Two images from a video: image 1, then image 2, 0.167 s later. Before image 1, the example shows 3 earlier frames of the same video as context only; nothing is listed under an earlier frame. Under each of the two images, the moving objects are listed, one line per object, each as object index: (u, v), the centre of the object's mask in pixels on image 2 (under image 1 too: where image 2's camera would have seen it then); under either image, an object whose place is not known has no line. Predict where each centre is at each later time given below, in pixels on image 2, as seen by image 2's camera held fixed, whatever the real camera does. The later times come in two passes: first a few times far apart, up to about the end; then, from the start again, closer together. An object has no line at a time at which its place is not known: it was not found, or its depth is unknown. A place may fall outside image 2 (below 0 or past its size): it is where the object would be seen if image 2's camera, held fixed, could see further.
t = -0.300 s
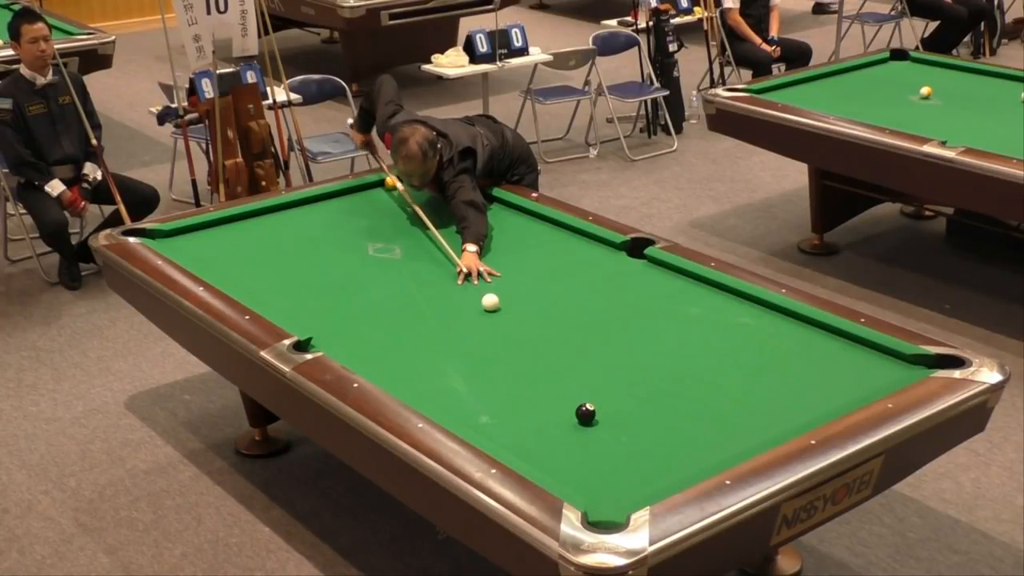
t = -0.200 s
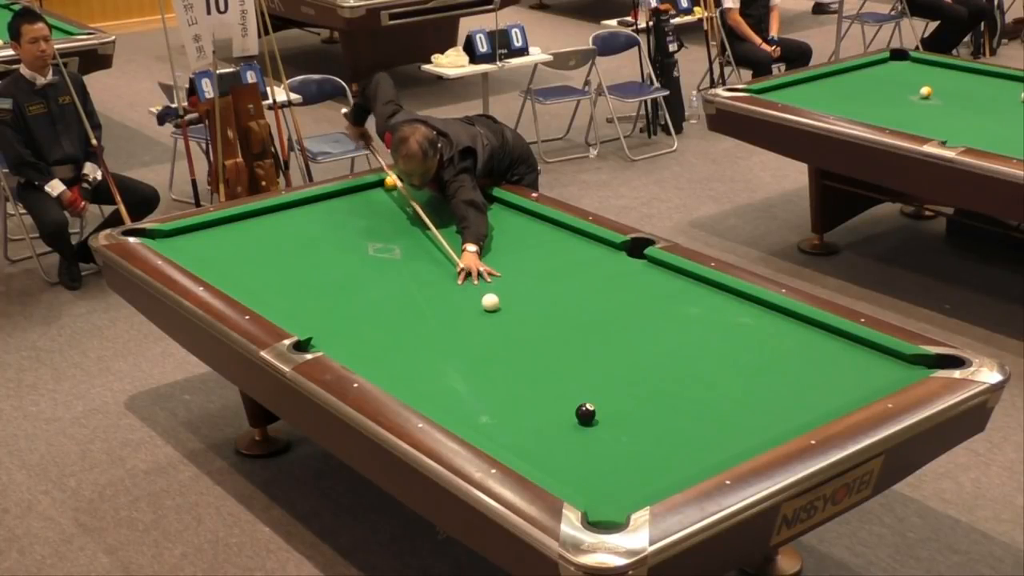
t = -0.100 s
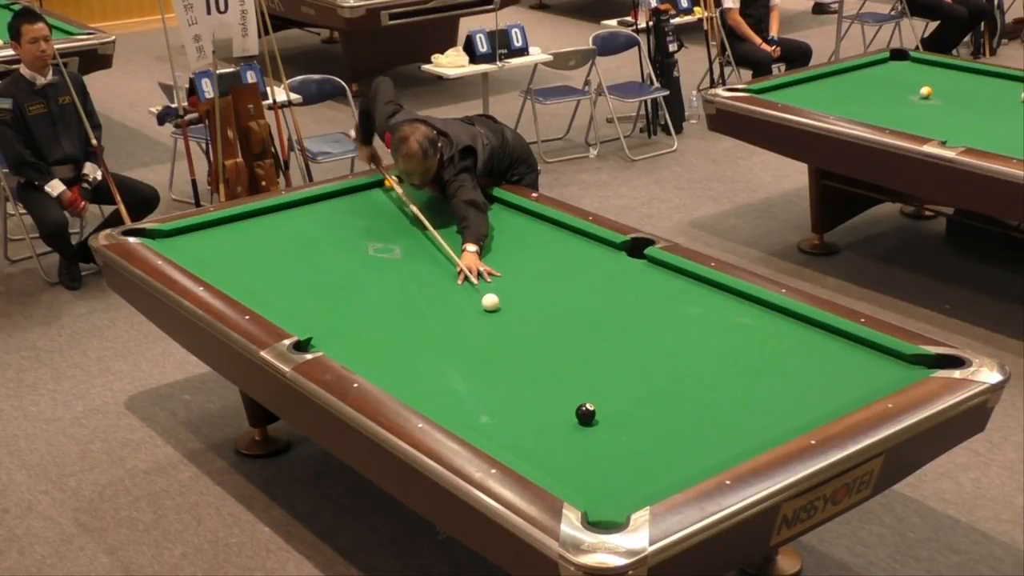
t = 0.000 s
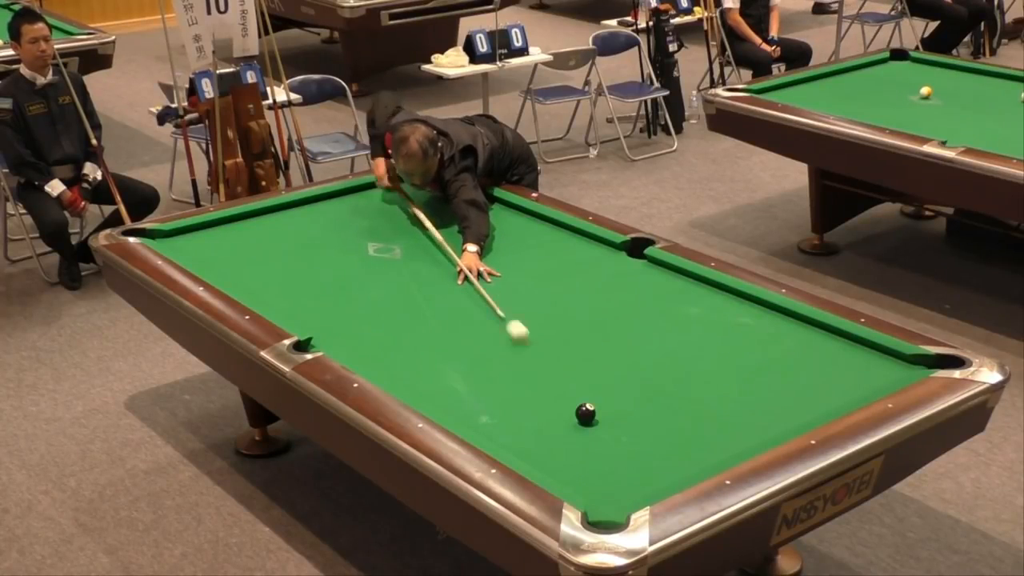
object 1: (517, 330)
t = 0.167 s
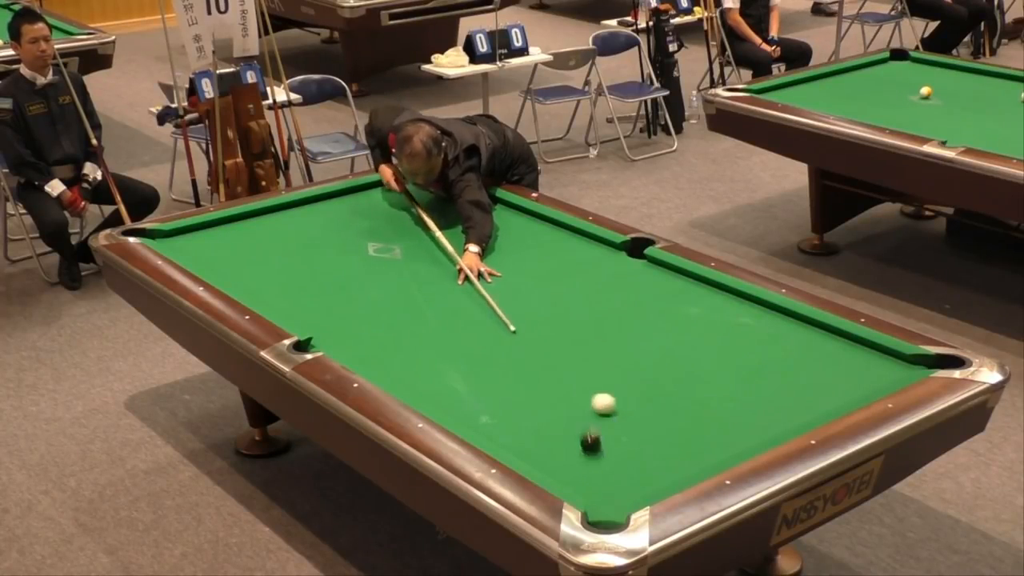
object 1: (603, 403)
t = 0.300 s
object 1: (659, 406)
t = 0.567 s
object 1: (765, 415)
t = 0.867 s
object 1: (813, 388)
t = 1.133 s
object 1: (828, 354)
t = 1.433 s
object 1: (807, 332)
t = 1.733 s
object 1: (745, 328)
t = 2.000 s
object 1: (693, 325)
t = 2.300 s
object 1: (638, 321)
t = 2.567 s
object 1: (592, 318)
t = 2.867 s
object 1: (543, 315)
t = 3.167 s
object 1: (497, 312)
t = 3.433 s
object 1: (459, 309)
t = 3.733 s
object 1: (418, 307)
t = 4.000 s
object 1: (384, 305)
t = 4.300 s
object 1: (349, 303)
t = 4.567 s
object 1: (319, 301)
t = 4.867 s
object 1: (288, 299)
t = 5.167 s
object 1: (260, 296)
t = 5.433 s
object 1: (258, 292)
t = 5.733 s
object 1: (261, 287)
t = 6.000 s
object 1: (264, 284)
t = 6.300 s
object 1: (266, 280)
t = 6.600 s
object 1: (267, 277)
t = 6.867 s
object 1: (271, 277)
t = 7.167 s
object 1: (268, 273)
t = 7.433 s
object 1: (269, 275)
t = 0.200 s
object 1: (618, 404)
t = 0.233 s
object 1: (633, 404)
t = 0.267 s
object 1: (646, 405)
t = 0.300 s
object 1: (659, 406)
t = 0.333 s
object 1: (673, 407)
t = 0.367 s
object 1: (686, 409)
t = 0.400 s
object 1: (699, 410)
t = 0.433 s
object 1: (712, 411)
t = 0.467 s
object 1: (725, 412)
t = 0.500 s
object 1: (738, 413)
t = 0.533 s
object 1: (752, 414)
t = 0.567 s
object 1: (765, 415)
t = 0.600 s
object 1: (778, 416)
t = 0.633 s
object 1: (790, 416)
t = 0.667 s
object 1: (802, 415)
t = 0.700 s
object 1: (803, 410)
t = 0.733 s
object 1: (805, 406)
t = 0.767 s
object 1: (807, 402)
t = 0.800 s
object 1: (809, 397)
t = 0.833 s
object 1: (811, 392)
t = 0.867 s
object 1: (813, 388)
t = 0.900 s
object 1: (815, 383)
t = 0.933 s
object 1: (817, 379)
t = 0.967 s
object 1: (819, 375)
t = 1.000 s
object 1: (820, 370)
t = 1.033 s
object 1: (822, 366)
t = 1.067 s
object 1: (824, 362)
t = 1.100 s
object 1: (826, 357)
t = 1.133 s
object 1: (828, 354)
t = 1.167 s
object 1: (829, 350)
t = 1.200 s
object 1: (831, 346)
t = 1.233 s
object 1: (833, 342)
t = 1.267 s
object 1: (834, 338)
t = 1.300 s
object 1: (836, 334)
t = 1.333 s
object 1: (831, 333)
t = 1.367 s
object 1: (822, 333)
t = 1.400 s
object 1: (815, 333)
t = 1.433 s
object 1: (807, 332)
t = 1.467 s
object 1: (800, 332)
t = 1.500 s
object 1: (793, 331)
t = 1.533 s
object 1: (786, 331)
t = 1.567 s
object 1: (779, 330)
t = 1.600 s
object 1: (772, 330)
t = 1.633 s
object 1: (766, 330)
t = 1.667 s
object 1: (759, 329)
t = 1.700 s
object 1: (752, 329)
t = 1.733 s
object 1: (745, 328)
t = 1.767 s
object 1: (739, 328)
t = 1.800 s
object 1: (732, 327)
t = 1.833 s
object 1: (725, 327)
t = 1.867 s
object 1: (719, 326)
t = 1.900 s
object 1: (712, 326)
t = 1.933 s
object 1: (706, 326)
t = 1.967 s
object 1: (699, 325)
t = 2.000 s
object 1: (693, 325)
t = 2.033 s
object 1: (687, 324)
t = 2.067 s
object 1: (680, 324)
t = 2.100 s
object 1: (674, 324)
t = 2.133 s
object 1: (668, 323)
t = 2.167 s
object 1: (662, 323)
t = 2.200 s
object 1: (656, 322)
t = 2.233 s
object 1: (650, 322)
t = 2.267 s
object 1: (644, 322)
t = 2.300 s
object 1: (638, 321)
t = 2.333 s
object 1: (632, 321)
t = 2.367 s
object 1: (626, 320)
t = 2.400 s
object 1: (620, 320)
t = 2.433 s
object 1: (614, 320)
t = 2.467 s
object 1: (609, 319)
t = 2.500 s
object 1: (603, 319)
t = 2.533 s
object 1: (598, 319)
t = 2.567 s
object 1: (592, 318)
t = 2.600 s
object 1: (586, 318)
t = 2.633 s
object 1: (581, 317)
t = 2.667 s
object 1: (575, 317)
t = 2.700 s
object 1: (570, 317)
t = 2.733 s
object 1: (564, 316)
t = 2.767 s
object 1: (559, 316)
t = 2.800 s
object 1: (554, 316)
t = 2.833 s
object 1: (548, 315)
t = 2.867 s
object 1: (543, 315)
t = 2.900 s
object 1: (538, 315)
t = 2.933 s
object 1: (532, 314)
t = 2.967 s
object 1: (527, 314)
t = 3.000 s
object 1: (522, 313)
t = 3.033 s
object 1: (517, 313)
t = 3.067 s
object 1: (512, 313)
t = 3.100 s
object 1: (507, 313)
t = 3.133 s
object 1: (502, 312)
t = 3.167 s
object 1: (497, 312)
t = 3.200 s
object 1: (492, 312)
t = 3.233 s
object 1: (487, 311)
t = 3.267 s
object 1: (482, 311)
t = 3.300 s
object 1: (478, 310)
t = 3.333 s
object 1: (473, 310)
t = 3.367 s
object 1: (468, 310)
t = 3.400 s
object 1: (463, 310)
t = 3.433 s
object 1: (459, 309)
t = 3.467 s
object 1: (454, 309)
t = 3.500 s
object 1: (450, 309)
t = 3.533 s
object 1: (445, 309)
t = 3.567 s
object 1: (440, 308)
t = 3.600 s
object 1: (436, 308)
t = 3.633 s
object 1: (431, 308)
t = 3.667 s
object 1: (427, 307)
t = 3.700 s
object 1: (423, 307)
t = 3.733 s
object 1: (418, 307)
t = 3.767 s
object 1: (414, 307)
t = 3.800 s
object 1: (409, 306)
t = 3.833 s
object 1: (405, 306)
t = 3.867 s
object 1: (401, 306)
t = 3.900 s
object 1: (396, 305)
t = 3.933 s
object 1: (392, 305)
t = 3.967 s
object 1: (388, 305)
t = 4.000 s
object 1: (384, 305)
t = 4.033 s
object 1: (380, 305)
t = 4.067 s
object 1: (376, 304)
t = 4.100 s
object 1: (372, 304)
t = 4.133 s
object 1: (368, 303)
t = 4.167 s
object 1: (364, 303)
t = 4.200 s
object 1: (360, 303)
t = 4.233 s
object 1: (356, 303)
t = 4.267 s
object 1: (352, 303)
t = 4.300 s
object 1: (349, 303)
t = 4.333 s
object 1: (345, 302)
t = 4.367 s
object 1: (341, 302)
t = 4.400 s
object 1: (337, 302)
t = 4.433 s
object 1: (334, 302)
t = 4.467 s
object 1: (330, 301)
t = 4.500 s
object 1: (326, 301)
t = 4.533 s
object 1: (323, 301)
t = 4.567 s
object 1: (319, 301)
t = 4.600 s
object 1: (315, 301)
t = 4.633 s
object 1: (312, 300)
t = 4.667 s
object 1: (309, 300)
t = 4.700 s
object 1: (305, 300)
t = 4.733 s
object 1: (302, 300)
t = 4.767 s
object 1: (299, 300)
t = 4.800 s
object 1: (295, 299)
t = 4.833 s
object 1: (292, 299)
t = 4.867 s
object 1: (288, 299)
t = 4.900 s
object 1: (285, 299)
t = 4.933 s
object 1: (282, 299)
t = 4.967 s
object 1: (279, 298)
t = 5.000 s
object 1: (275, 298)
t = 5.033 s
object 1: (272, 298)
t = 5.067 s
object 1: (269, 298)
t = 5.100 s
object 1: (267, 297)
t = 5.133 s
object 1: (264, 296)
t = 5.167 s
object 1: (260, 296)
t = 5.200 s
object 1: (258, 295)
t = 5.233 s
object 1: (256, 295)
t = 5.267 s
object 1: (257, 295)
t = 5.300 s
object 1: (257, 294)
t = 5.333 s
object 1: (257, 294)
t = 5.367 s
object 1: (258, 293)
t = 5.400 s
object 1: (258, 293)
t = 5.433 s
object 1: (258, 292)
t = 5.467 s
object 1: (259, 292)
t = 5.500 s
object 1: (259, 291)
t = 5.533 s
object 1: (259, 291)
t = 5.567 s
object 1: (259, 290)
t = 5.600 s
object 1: (260, 289)
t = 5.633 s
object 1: (260, 289)
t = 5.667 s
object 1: (260, 288)
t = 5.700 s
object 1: (261, 288)
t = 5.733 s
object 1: (261, 287)
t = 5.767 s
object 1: (262, 287)
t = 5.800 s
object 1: (262, 286)
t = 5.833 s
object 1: (262, 286)
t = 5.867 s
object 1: (262, 286)
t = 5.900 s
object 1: (263, 285)
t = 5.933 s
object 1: (263, 284)
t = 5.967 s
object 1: (264, 284)
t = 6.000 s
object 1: (264, 284)
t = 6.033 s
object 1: (264, 283)
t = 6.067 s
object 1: (264, 283)
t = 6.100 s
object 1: (265, 282)
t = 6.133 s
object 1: (265, 282)
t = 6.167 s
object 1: (265, 282)
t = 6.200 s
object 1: (265, 281)
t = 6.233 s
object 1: (266, 281)
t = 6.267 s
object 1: (266, 280)
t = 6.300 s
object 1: (266, 280)
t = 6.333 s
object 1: (266, 280)
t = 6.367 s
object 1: (266, 279)
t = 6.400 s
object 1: (267, 279)
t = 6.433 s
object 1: (267, 279)
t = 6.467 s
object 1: (267, 278)
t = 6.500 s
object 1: (267, 278)
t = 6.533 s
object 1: (267, 278)
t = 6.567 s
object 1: (267, 278)
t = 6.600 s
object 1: (267, 277)
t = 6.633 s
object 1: (267, 277)
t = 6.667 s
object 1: (267, 277)
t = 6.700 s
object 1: (268, 277)
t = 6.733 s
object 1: (268, 277)
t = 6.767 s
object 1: (268, 276)
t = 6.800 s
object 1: (268, 276)
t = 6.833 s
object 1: (269, 277)
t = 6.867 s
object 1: (271, 277)
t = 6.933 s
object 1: (268, 275)
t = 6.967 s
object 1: (269, 275)
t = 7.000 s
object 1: (269, 275)
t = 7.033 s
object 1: (269, 275)
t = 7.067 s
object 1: (269, 275)
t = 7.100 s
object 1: (271, 279)
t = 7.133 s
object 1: (267, 272)
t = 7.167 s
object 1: (268, 273)
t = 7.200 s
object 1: (268, 274)
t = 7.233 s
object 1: (269, 275)
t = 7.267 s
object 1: (269, 275)
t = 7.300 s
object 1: (269, 275)
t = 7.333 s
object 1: (269, 275)
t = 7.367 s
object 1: (269, 275)
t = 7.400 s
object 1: (269, 275)
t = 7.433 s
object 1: (269, 275)
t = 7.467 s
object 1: (269, 275)
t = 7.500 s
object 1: (269, 275)
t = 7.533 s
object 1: (269, 275)
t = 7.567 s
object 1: (269, 275)
